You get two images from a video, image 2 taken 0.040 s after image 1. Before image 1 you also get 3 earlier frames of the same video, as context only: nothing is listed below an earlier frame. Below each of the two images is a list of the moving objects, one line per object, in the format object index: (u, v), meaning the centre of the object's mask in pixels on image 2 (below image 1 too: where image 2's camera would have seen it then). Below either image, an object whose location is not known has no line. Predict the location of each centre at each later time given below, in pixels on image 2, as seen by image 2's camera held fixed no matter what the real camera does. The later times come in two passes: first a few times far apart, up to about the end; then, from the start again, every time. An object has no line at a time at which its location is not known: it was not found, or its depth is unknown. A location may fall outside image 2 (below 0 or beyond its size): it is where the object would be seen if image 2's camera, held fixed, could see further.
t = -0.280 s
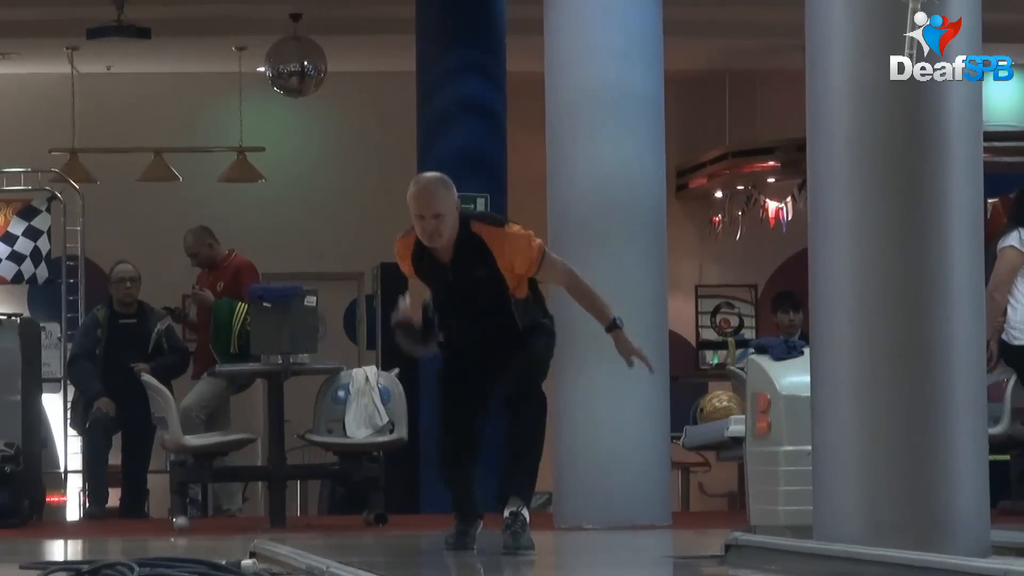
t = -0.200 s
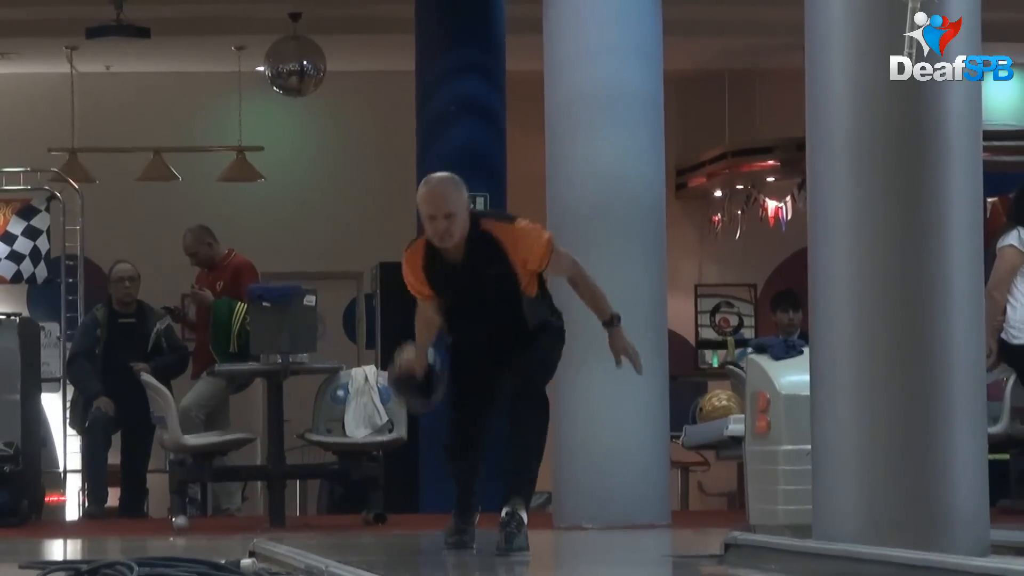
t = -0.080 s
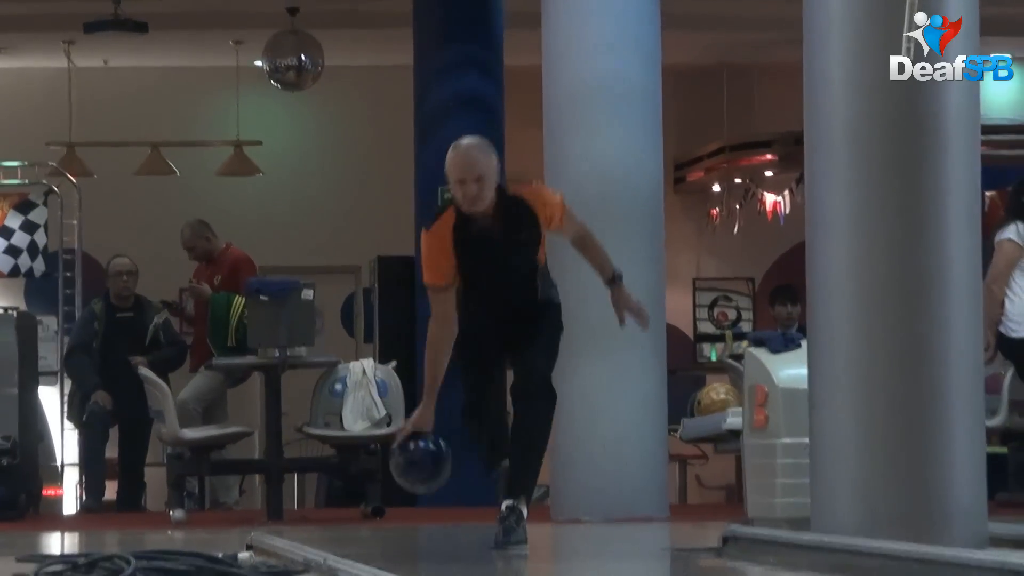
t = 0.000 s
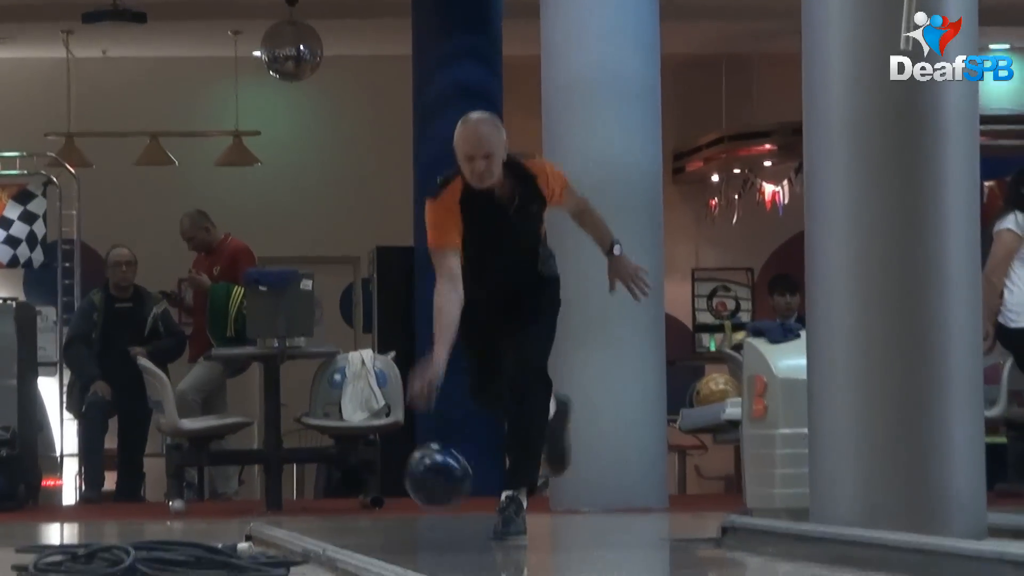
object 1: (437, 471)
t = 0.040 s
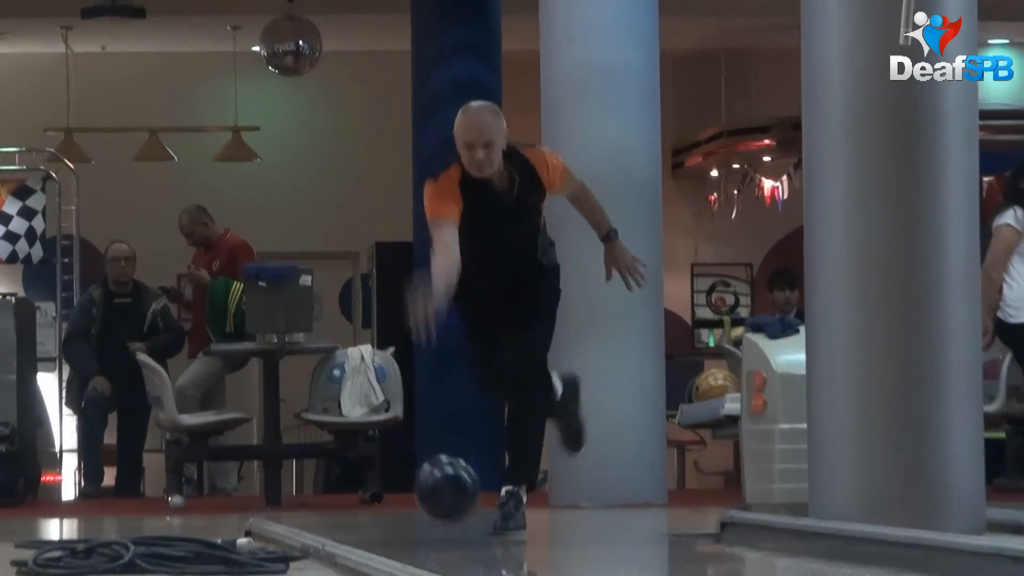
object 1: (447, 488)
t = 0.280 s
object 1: (525, 517)
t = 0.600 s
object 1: (673, 539)
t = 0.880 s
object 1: (882, 544)
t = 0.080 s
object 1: (460, 506)
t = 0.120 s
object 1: (471, 504)
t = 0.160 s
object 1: (484, 507)
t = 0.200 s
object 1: (497, 512)
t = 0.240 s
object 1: (511, 514)
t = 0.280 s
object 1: (525, 517)
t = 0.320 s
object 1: (541, 519)
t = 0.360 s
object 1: (556, 522)
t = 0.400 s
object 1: (573, 524)
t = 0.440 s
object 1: (591, 527)
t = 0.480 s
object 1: (610, 530)
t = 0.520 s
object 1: (629, 533)
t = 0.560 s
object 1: (650, 535)
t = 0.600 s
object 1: (673, 539)
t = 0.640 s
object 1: (697, 542)
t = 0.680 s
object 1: (722, 544)
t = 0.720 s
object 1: (751, 545)
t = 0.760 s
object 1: (776, 545)
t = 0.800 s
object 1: (811, 546)
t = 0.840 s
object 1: (845, 546)
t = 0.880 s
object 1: (882, 544)
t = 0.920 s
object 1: (922, 544)
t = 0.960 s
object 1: (967, 544)
